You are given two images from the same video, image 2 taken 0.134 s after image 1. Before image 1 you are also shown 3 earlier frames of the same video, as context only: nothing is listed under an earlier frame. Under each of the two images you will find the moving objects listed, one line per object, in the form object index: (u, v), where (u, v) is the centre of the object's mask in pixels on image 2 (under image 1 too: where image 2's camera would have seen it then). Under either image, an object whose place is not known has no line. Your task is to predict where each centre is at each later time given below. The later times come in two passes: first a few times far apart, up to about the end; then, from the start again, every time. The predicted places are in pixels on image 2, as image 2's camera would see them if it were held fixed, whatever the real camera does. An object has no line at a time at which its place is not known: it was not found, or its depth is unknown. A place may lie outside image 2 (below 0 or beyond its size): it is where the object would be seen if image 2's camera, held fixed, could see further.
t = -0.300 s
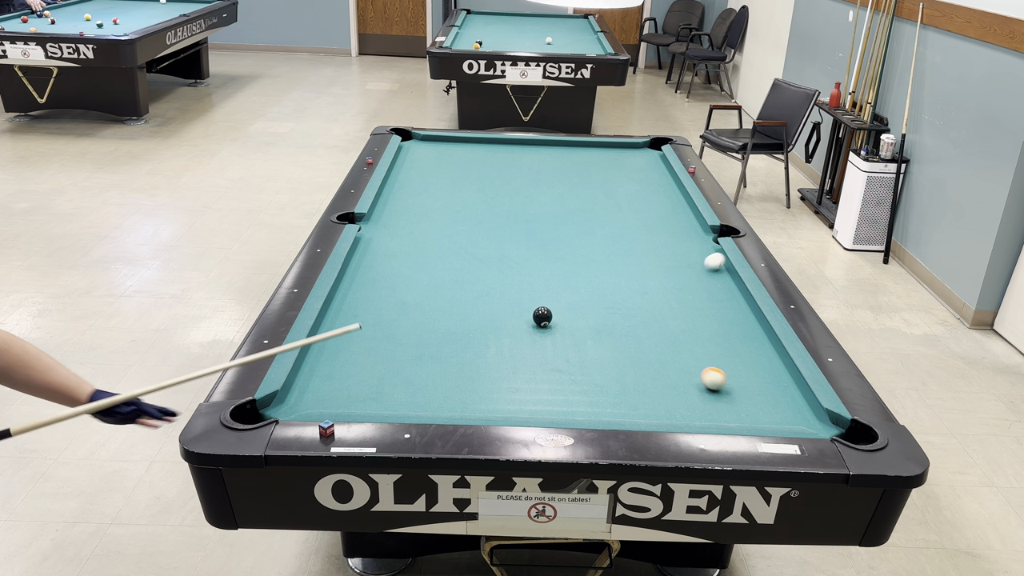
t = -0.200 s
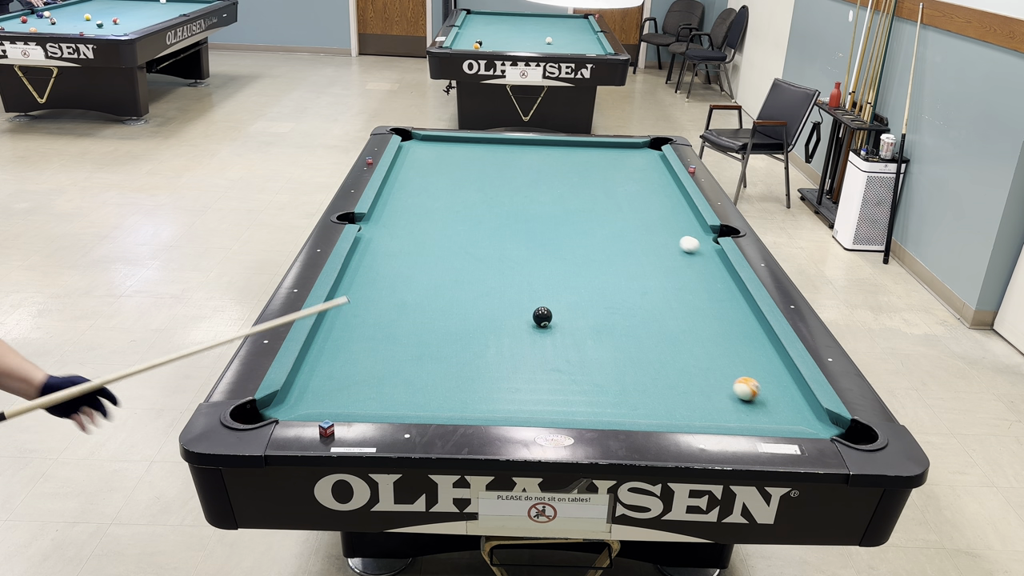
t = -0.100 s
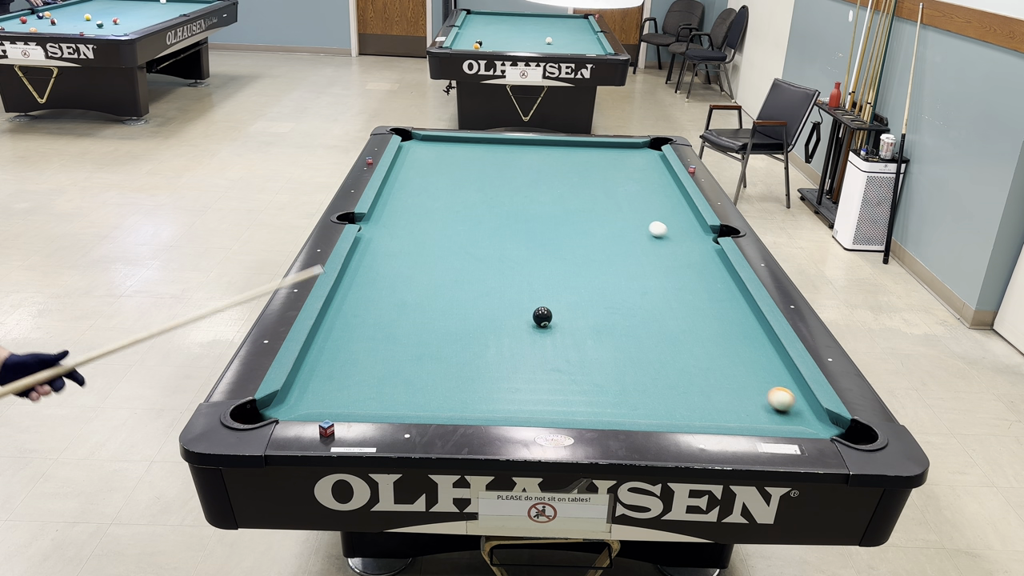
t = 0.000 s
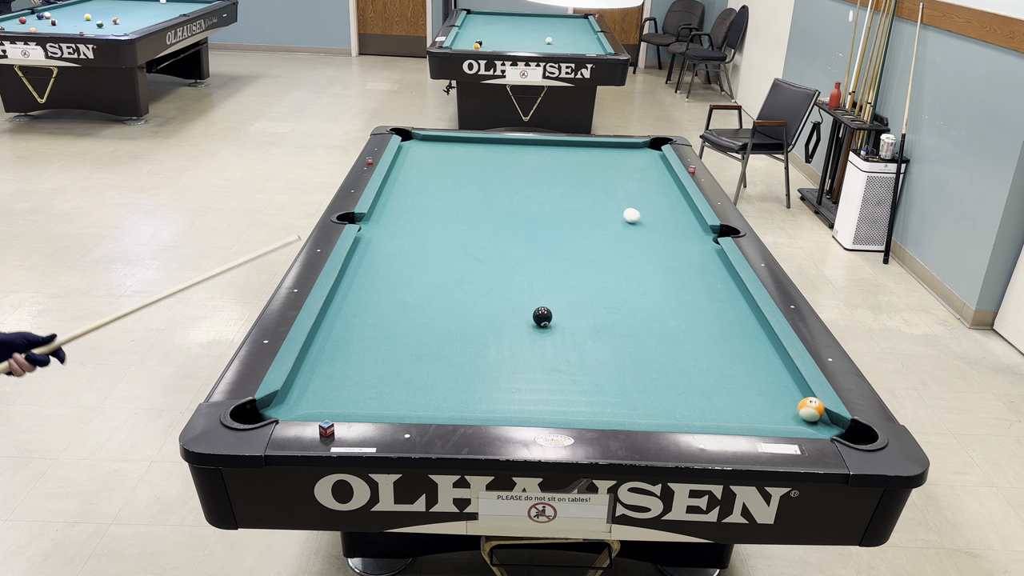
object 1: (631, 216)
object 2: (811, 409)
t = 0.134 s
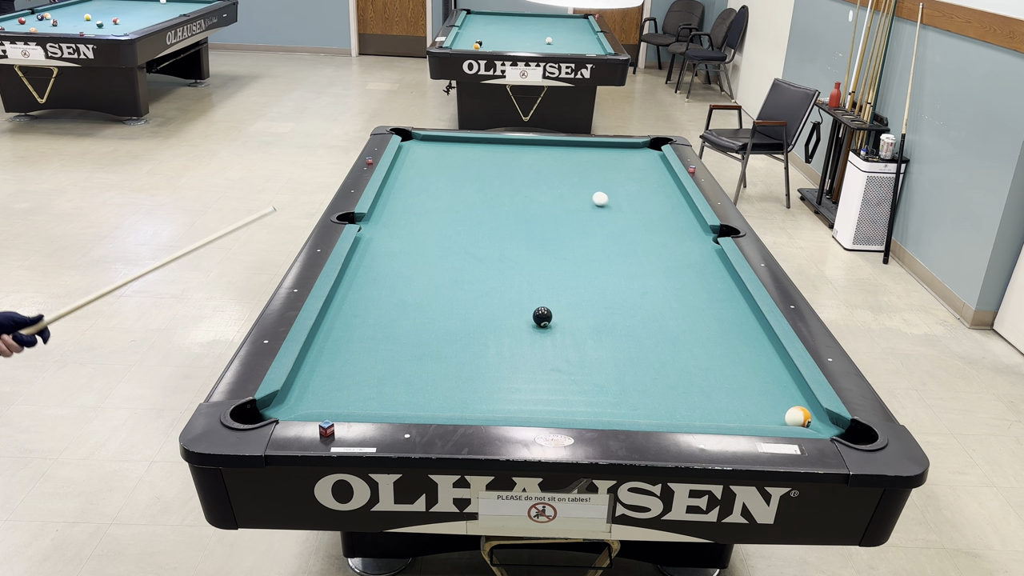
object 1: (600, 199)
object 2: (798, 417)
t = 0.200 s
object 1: (586, 191)
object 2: (792, 419)
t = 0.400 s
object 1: (547, 171)
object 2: (769, 413)
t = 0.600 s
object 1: (514, 153)
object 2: (747, 404)
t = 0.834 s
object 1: (476, 142)
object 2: (725, 394)
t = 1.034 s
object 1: (438, 148)
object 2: (707, 387)
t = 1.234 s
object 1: (402, 153)
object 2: (692, 380)
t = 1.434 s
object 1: (421, 163)
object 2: (678, 374)
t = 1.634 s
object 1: (439, 171)
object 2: (666, 368)
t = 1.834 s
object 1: (458, 181)
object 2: (655, 363)
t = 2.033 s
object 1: (478, 191)
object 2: (645, 359)
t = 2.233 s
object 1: (498, 201)
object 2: (637, 355)
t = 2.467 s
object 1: (523, 213)
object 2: (628, 351)
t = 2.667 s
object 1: (545, 224)
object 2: (621, 348)
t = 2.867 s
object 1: (569, 236)
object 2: (616, 346)
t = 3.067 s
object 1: (593, 248)
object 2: (612, 344)
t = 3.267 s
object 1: (619, 260)
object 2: (609, 342)
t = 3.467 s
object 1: (645, 274)
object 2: (606, 341)
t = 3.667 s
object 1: (673, 287)
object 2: (605, 340)
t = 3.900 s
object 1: (707, 303)
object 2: (605, 340)
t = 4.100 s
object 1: (738, 319)
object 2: (605, 340)
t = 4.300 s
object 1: (764, 334)
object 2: (605, 340)
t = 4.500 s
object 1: (759, 344)
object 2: (605, 340)
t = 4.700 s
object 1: (754, 353)
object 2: (605, 340)
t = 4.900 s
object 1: (749, 363)
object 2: (605, 340)
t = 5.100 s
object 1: (744, 372)
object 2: (605, 340)
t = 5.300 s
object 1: (739, 382)
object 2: (605, 340)
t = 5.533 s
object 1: (733, 392)
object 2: (605, 340)
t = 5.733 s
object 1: (728, 400)
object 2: (605, 340)
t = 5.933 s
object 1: (724, 408)
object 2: (605, 340)
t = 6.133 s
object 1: (719, 414)
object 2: (605, 340)
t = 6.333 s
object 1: (714, 415)
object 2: (605, 340)
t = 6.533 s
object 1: (708, 413)
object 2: (605, 340)
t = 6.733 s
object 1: (704, 411)
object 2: (605, 340)
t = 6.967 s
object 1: (701, 409)
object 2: (605, 340)
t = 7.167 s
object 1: (699, 407)
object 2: (605, 340)
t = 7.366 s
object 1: (698, 407)
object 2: (605, 340)
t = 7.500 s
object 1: (698, 407)
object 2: (605, 340)
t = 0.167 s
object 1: (593, 195)
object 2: (795, 418)
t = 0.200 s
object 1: (586, 191)
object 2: (792, 419)
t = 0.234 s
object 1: (579, 188)
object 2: (788, 418)
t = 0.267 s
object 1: (572, 184)
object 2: (784, 417)
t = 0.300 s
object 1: (566, 181)
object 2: (780, 416)
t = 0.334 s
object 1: (559, 177)
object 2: (776, 415)
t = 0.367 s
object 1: (553, 174)
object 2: (772, 414)
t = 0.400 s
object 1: (547, 171)
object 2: (769, 413)
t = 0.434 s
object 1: (541, 167)
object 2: (765, 412)
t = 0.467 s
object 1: (535, 164)
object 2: (761, 410)
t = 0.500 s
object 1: (530, 161)
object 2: (757, 409)
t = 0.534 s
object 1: (524, 158)
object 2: (754, 407)
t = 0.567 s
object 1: (519, 155)
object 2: (750, 405)
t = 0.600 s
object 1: (514, 153)
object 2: (747, 404)
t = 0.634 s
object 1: (509, 150)
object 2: (744, 403)
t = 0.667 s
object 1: (504, 147)
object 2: (740, 401)
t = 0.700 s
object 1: (499, 144)
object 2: (737, 400)
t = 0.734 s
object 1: (494, 142)
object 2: (734, 399)
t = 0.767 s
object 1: (489, 140)
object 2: (731, 397)
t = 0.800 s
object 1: (483, 141)
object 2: (728, 396)
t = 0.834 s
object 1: (476, 142)
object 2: (725, 394)
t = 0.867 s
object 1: (470, 143)
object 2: (721, 393)
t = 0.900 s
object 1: (463, 144)
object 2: (719, 392)
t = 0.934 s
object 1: (457, 145)
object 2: (716, 391)
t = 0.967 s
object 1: (451, 146)
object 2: (713, 389)
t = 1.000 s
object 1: (444, 147)
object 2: (710, 388)
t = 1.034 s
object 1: (438, 148)
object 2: (707, 387)
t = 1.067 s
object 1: (431, 149)
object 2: (705, 386)
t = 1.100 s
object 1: (425, 150)
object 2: (702, 385)
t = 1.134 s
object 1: (418, 150)
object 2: (699, 383)
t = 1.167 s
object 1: (411, 151)
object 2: (697, 382)
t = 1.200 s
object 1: (404, 152)
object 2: (694, 381)
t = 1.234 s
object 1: (402, 153)
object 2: (692, 380)
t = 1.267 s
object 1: (405, 155)
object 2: (690, 379)
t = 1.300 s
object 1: (409, 157)
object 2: (687, 378)
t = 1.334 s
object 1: (412, 158)
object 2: (685, 377)
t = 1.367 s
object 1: (415, 160)
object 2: (683, 376)
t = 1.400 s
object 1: (418, 161)
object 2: (680, 375)
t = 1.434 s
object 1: (421, 163)
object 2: (678, 374)
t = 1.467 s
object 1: (423, 164)
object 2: (676, 373)
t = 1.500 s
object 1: (426, 166)
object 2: (674, 372)
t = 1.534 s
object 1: (430, 167)
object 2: (672, 371)
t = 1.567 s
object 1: (433, 168)
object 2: (670, 370)
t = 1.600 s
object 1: (436, 170)
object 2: (668, 369)
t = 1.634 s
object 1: (439, 171)
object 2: (666, 368)
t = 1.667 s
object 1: (442, 173)
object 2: (664, 367)
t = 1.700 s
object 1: (445, 174)
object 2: (662, 366)
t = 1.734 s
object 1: (448, 176)
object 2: (660, 366)
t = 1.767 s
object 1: (451, 178)
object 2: (659, 365)
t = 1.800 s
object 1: (455, 179)
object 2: (657, 364)
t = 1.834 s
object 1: (458, 181)
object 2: (655, 363)
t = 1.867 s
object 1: (461, 182)
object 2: (653, 362)
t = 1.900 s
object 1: (464, 184)
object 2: (652, 361)
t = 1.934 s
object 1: (468, 186)
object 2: (650, 361)
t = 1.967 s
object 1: (471, 187)
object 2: (648, 360)
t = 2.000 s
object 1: (474, 189)
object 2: (647, 359)
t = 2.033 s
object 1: (478, 191)
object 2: (645, 359)
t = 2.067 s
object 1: (481, 192)
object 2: (644, 358)
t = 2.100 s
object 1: (484, 194)
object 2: (642, 357)
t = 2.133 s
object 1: (488, 195)
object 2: (641, 357)
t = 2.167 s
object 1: (491, 197)
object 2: (639, 356)
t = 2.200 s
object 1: (494, 199)
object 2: (638, 355)
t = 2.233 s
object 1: (498, 201)
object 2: (637, 355)
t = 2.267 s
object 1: (501, 202)
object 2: (635, 354)
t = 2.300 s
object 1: (505, 204)
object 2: (634, 353)
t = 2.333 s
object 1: (508, 206)
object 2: (633, 353)
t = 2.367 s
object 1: (512, 208)
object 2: (632, 352)
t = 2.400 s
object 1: (515, 209)
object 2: (630, 352)
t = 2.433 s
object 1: (519, 211)
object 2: (629, 351)
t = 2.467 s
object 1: (523, 213)
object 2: (628, 351)
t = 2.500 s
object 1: (527, 215)
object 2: (627, 350)
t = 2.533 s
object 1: (530, 217)
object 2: (625, 350)
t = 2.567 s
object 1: (534, 219)
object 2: (624, 349)
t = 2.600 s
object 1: (537, 220)
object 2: (623, 349)
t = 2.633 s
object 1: (541, 222)
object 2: (622, 348)
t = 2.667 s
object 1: (545, 224)
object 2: (621, 348)
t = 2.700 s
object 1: (549, 226)
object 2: (620, 347)
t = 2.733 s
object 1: (553, 228)
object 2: (619, 347)
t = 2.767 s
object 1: (557, 230)
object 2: (618, 347)
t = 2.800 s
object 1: (561, 232)
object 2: (618, 346)
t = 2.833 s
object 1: (565, 234)
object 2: (617, 346)
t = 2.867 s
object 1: (569, 236)
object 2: (616, 346)
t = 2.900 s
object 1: (573, 238)
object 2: (615, 345)
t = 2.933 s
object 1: (577, 240)
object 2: (614, 345)
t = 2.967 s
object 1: (581, 242)
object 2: (614, 345)
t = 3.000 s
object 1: (585, 244)
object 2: (613, 344)
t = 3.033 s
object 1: (589, 246)
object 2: (612, 344)
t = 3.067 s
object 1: (593, 248)
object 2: (612, 344)
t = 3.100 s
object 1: (597, 250)
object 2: (611, 343)
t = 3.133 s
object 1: (602, 252)
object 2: (611, 343)
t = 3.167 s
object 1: (606, 254)
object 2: (610, 343)
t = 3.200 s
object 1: (610, 256)
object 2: (610, 342)
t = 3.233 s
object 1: (614, 258)
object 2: (609, 342)
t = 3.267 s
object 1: (619, 260)
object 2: (609, 342)
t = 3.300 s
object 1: (623, 262)
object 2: (608, 342)
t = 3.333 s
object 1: (627, 265)
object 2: (608, 341)
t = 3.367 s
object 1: (632, 267)
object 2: (607, 341)
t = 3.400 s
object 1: (636, 269)
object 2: (607, 341)
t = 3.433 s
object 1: (641, 271)
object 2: (607, 341)
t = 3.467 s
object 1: (645, 274)
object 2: (606, 341)
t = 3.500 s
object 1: (650, 276)
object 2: (606, 341)
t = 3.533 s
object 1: (655, 278)
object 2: (606, 341)
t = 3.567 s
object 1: (659, 280)
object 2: (606, 340)
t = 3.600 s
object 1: (664, 282)
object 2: (606, 340)
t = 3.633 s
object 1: (668, 285)
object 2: (605, 340)
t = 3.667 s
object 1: (673, 287)
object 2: (605, 340)
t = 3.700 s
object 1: (678, 289)
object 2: (605, 340)
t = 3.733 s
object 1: (683, 292)
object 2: (605, 340)
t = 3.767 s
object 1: (688, 294)
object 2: (605, 340)
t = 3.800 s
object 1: (692, 297)
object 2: (605, 340)
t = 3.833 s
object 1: (697, 299)
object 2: (605, 340)
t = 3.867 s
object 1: (702, 301)
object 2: (605, 340)
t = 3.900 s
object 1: (707, 303)
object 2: (605, 340)
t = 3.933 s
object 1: (712, 306)
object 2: (605, 340)
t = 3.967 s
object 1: (717, 309)
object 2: (605, 340)
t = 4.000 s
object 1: (722, 311)
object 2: (605, 340)
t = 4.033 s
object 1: (727, 314)
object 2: (605, 340)
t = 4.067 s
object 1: (732, 316)
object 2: (605, 340)
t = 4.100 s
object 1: (738, 319)
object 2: (605, 340)
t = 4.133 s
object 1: (743, 321)
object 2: (605, 340)
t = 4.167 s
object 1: (748, 324)
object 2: (605, 340)
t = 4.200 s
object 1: (753, 326)
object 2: (605, 340)
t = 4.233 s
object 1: (759, 329)
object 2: (605, 340)
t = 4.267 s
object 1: (764, 332)
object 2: (605, 340)
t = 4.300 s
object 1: (764, 334)
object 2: (605, 340)
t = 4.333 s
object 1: (763, 335)
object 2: (605, 340)
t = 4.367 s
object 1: (763, 337)
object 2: (605, 340)
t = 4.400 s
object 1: (762, 339)
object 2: (605, 340)
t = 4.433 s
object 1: (761, 340)
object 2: (605, 340)
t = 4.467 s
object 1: (760, 342)
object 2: (605, 340)
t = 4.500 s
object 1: (759, 344)
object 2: (605, 340)
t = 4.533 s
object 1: (759, 345)
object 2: (605, 340)
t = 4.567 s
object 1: (758, 347)
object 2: (605, 340)
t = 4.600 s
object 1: (757, 348)
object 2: (605, 340)
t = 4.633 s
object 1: (756, 350)
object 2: (605, 340)
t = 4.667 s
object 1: (755, 352)
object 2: (605, 340)
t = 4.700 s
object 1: (754, 353)
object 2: (605, 340)
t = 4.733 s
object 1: (754, 355)
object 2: (605, 340)
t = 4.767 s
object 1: (753, 357)
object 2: (605, 340)
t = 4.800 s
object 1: (752, 358)
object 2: (605, 340)
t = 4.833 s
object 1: (751, 360)
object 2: (605, 340)
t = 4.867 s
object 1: (750, 361)
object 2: (605, 340)
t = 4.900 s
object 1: (749, 363)
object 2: (605, 340)
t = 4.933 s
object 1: (748, 365)
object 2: (605, 340)
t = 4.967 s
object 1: (747, 366)
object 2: (605, 340)
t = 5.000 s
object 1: (747, 368)
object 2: (605, 340)
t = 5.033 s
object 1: (746, 369)
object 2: (605, 340)
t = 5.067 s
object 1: (745, 371)
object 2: (605, 340)
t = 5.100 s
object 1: (744, 372)
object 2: (605, 340)
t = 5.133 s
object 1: (743, 374)
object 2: (605, 340)
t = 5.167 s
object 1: (742, 375)
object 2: (605, 340)
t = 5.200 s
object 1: (741, 377)
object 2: (605, 340)
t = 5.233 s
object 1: (740, 378)
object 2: (605, 340)
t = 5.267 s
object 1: (740, 380)
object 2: (605, 340)
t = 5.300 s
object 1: (739, 382)
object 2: (605, 340)
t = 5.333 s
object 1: (738, 383)
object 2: (605, 340)
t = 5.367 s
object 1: (737, 385)
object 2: (605, 340)
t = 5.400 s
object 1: (736, 386)
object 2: (605, 340)
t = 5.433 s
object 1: (735, 387)
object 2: (605, 340)
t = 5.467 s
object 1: (735, 389)
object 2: (605, 340)
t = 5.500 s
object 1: (734, 390)
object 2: (605, 340)
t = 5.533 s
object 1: (733, 392)
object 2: (605, 340)
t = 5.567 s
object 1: (732, 393)
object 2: (605, 340)
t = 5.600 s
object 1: (731, 395)
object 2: (605, 340)
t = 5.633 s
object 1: (730, 396)
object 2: (605, 340)
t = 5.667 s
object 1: (730, 398)
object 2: (605, 340)
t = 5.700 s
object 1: (729, 399)
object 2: (605, 340)
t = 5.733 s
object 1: (728, 400)
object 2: (605, 340)
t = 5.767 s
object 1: (727, 402)
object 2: (605, 340)
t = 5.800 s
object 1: (727, 403)
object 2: (605, 340)
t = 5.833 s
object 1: (726, 404)
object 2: (605, 340)
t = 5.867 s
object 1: (725, 406)
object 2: (605, 340)
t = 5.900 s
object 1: (724, 407)
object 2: (605, 340)
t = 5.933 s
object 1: (724, 408)
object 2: (605, 340)
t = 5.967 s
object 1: (723, 410)
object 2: (605, 340)
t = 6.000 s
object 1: (722, 410)
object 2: (605, 340)
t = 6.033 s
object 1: (721, 411)
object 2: (605, 340)
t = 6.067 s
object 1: (721, 412)
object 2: (605, 340)
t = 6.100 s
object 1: (720, 413)
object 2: (605, 340)
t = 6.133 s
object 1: (719, 414)
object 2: (605, 340)
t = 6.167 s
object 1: (718, 415)
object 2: (605, 340)
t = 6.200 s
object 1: (717, 415)
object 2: (605, 340)
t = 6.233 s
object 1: (717, 416)
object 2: (605, 340)
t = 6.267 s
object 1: (716, 416)
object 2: (605, 340)
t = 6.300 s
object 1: (715, 416)
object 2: (605, 340)
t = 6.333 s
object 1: (714, 415)
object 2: (605, 340)
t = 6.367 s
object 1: (713, 415)
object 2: (605, 340)
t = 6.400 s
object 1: (712, 414)
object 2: (605, 340)
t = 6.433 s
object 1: (711, 414)
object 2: (605, 340)
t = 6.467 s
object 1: (710, 413)
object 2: (605, 340)
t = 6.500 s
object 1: (709, 413)
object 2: (605, 340)
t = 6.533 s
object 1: (708, 413)
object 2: (605, 340)
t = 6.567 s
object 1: (707, 413)
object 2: (605, 340)
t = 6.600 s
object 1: (707, 412)
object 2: (605, 340)
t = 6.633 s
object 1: (706, 412)
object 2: (605, 340)
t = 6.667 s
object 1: (705, 412)
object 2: (605, 340)
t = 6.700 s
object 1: (705, 411)
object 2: (605, 340)
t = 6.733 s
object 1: (704, 411)
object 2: (605, 340)
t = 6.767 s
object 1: (703, 411)
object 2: (605, 340)
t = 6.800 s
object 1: (703, 411)
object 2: (605, 340)
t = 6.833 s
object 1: (702, 410)
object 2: (605, 340)
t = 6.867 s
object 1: (702, 410)
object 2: (605, 340)
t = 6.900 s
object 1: (701, 410)
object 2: (605, 340)
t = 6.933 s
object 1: (701, 409)
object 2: (605, 340)
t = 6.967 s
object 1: (701, 409)
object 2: (605, 340)
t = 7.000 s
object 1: (700, 409)
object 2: (605, 340)
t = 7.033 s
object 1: (700, 408)
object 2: (605, 340)
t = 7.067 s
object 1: (700, 408)
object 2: (605, 340)
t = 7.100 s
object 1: (699, 408)
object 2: (605, 340)
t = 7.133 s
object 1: (699, 408)
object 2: (605, 340)
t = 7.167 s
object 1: (699, 407)
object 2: (605, 340)
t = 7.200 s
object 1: (699, 407)
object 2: (605, 340)
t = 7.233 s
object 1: (698, 407)
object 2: (605, 340)
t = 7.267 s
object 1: (698, 407)
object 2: (605, 340)
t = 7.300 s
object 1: (698, 407)
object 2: (605, 340)
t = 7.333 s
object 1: (698, 407)
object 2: (605, 340)
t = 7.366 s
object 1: (698, 407)
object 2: (605, 340)
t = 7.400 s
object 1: (698, 407)
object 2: (605, 340)
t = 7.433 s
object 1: (698, 407)
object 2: (605, 340)
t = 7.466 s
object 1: (698, 407)
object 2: (605, 340)
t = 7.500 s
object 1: (698, 407)
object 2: (605, 340)
